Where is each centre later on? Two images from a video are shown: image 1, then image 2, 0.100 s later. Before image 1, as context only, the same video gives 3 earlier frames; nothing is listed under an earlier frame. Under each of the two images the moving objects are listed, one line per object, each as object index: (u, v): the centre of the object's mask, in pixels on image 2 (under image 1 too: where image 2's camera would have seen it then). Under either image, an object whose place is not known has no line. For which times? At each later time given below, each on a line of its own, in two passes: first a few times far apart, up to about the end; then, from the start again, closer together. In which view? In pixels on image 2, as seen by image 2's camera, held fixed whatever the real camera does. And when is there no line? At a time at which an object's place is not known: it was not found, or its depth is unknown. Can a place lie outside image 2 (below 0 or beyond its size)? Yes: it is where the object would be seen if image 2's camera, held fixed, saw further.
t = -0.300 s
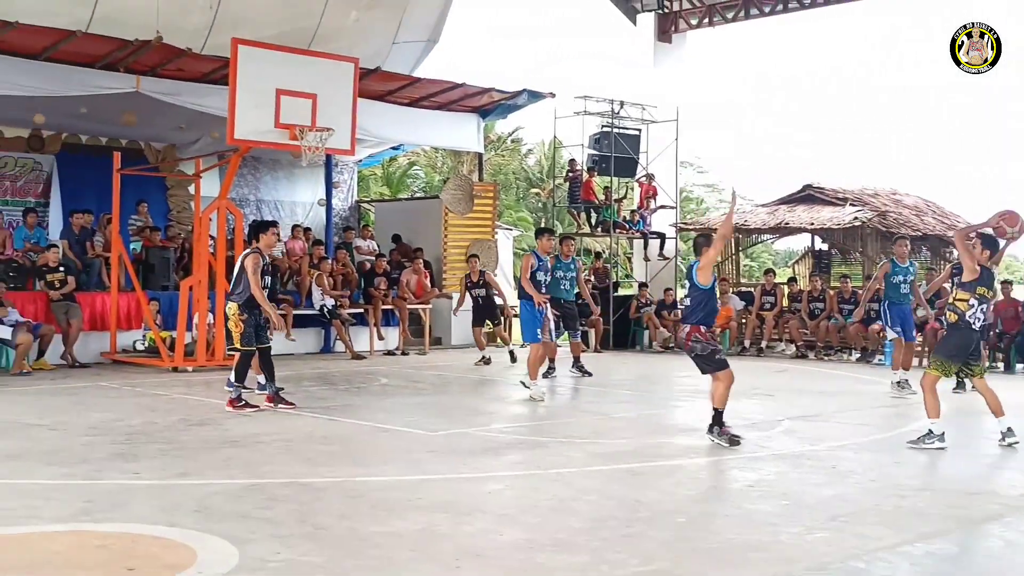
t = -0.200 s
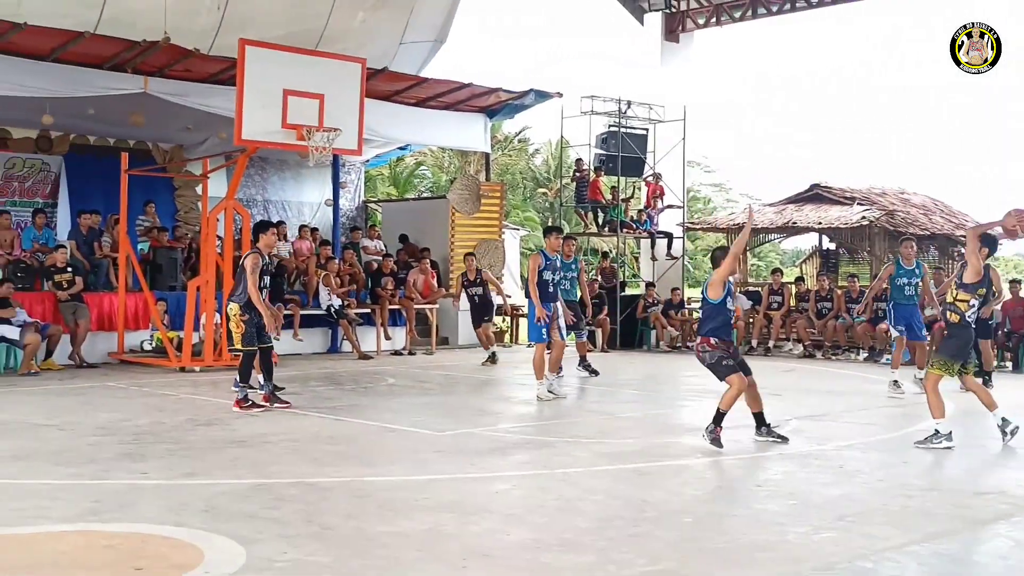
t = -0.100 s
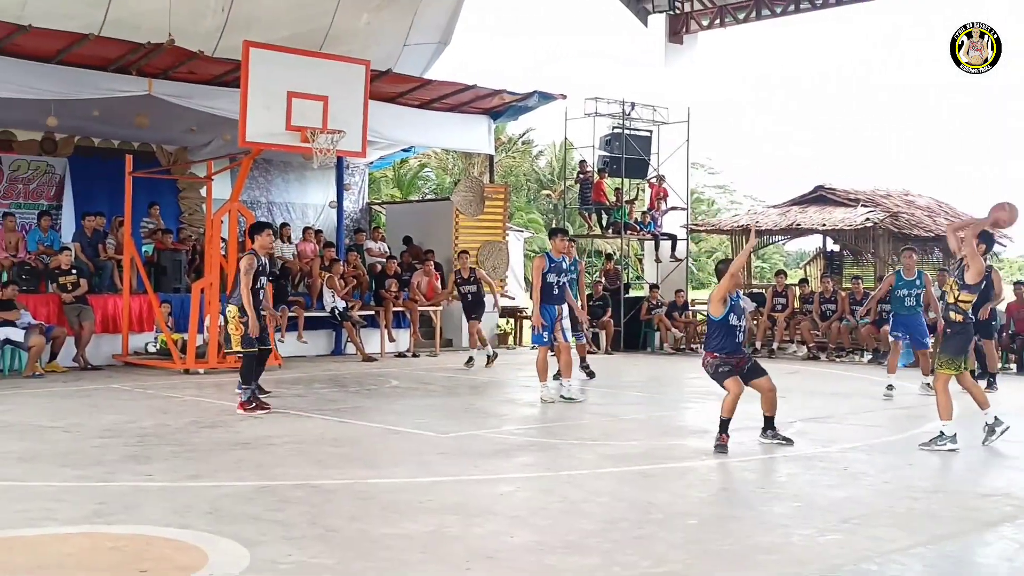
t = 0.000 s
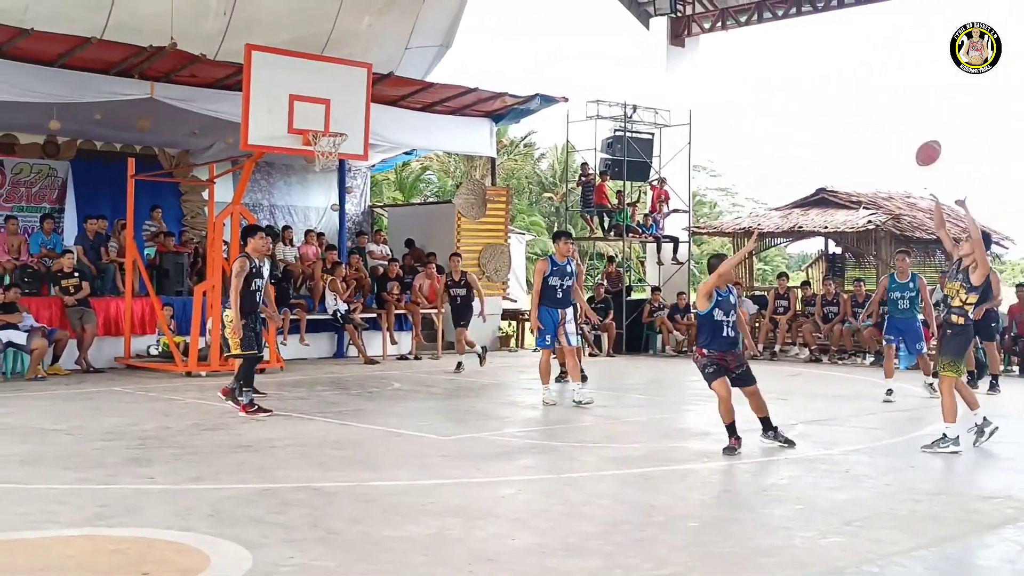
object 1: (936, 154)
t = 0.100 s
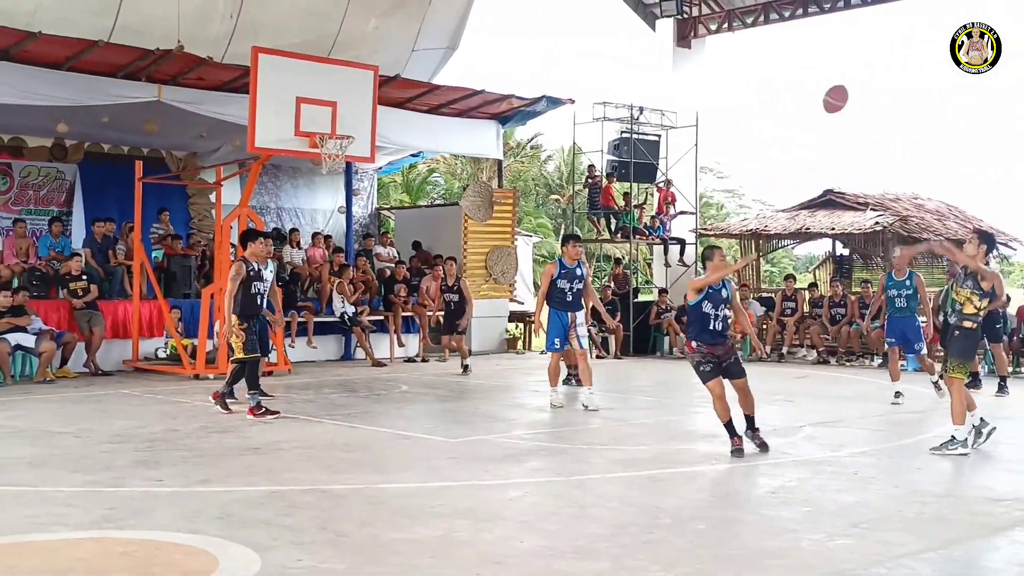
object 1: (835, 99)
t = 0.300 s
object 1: (626, 23)
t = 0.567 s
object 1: (324, 0)
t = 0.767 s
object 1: (71, 45)
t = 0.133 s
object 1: (801, 83)
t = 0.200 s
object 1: (732, 55)
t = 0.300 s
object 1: (626, 23)
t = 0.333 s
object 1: (590, 15)
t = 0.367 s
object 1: (553, 9)
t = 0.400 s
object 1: (516, 6)
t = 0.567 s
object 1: (324, 0)
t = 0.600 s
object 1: (284, 3)
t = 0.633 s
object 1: (243, 6)
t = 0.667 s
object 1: (201, 12)
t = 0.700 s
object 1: (159, 21)
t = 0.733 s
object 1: (116, 31)
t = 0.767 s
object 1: (71, 45)
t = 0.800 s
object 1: (28, 56)
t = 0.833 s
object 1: (-19, 74)
